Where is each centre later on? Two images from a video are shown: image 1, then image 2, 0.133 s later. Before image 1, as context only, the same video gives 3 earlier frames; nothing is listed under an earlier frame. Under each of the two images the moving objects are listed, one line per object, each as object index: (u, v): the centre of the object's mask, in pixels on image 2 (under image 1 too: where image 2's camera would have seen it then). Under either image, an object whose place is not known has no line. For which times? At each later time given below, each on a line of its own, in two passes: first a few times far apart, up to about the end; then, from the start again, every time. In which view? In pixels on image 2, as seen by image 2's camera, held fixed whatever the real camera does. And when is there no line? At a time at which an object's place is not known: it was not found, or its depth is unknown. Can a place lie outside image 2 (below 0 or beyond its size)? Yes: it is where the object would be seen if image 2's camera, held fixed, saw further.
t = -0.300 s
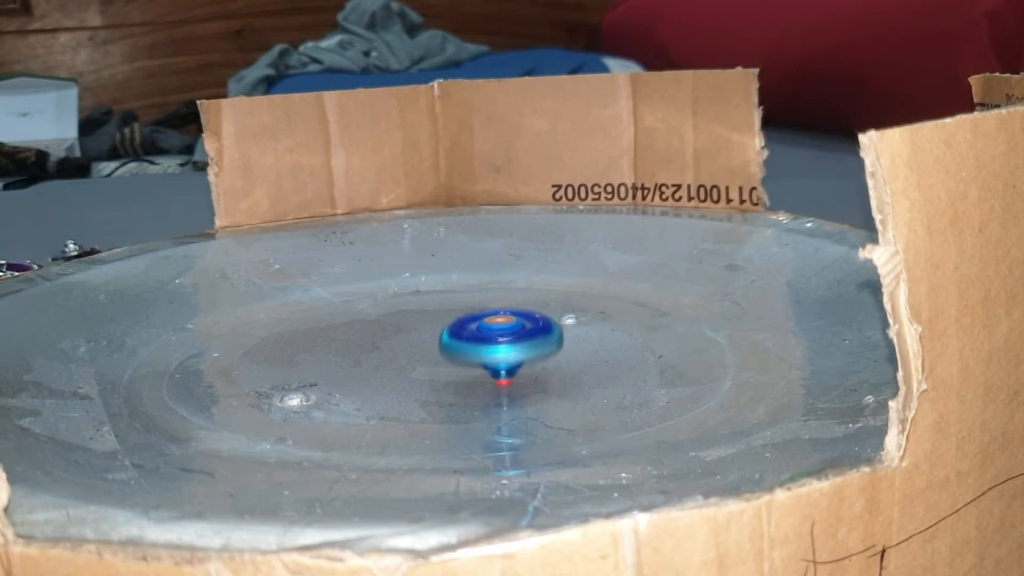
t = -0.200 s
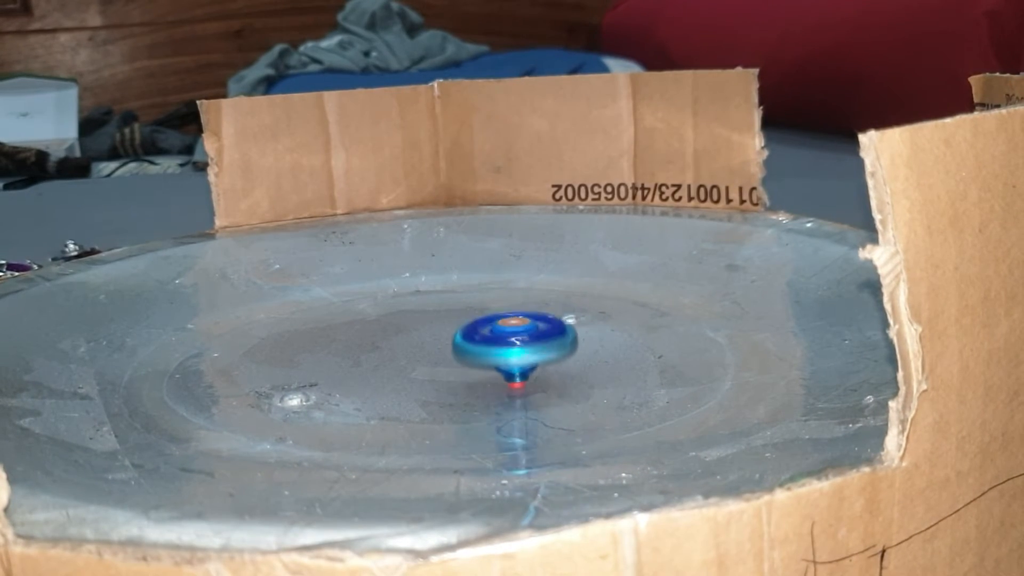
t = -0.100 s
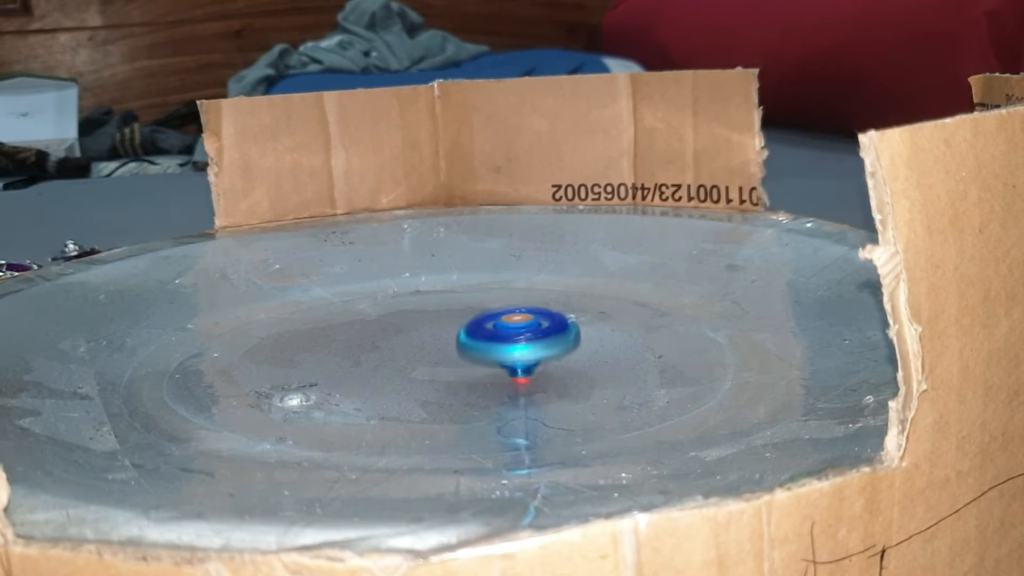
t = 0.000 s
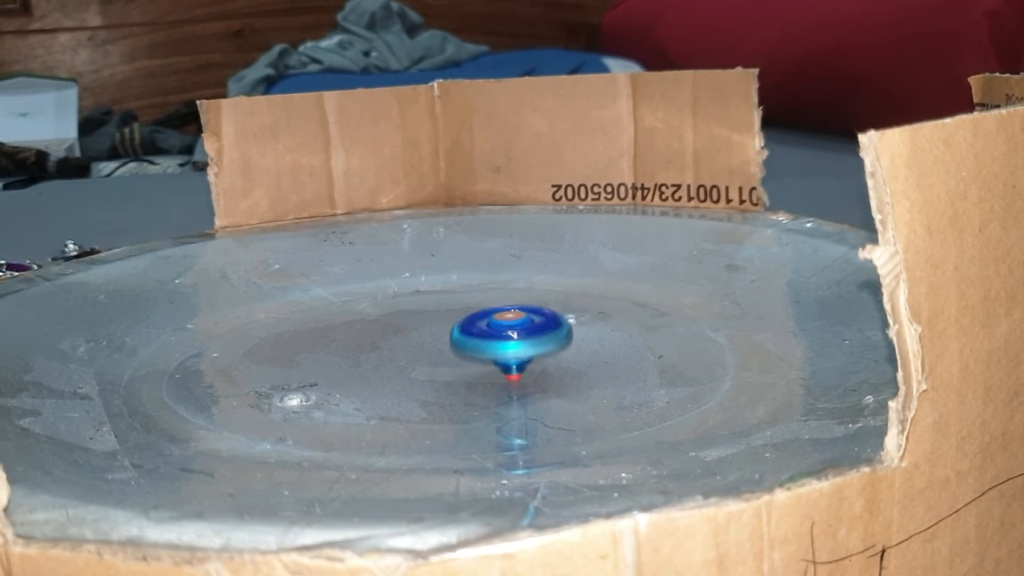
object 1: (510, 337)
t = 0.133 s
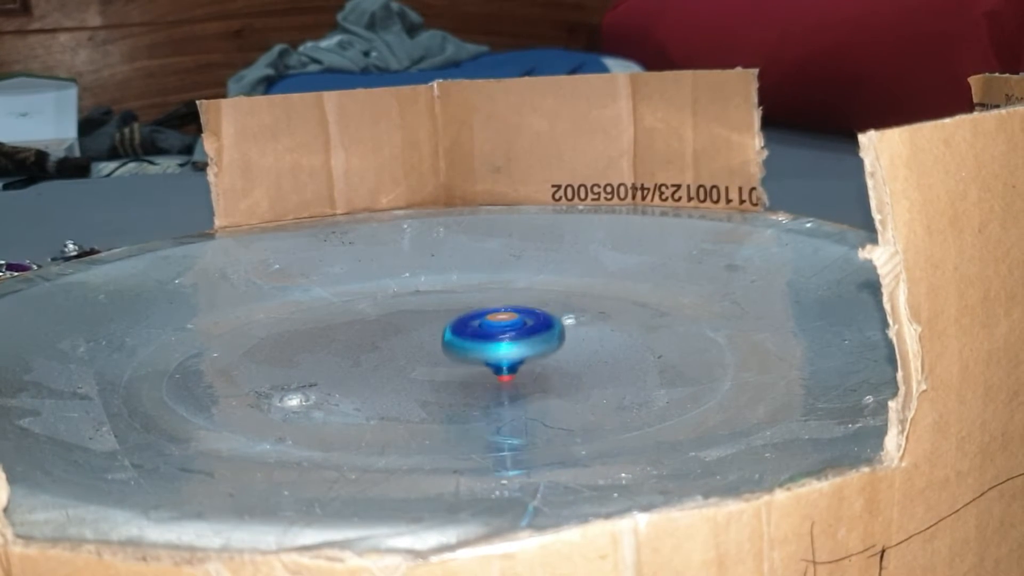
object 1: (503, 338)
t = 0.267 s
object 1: (503, 340)
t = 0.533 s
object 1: (512, 335)
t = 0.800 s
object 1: (497, 336)
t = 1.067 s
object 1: (503, 340)
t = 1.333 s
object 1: (509, 341)
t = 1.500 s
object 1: (516, 340)
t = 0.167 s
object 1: (504, 338)
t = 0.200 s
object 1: (506, 338)
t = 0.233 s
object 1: (506, 339)
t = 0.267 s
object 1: (503, 340)
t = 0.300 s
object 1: (498, 341)
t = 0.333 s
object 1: (500, 342)
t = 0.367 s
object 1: (507, 342)
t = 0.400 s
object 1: (519, 340)
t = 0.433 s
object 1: (522, 338)
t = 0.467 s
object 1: (521, 336)
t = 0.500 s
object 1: (518, 335)
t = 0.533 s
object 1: (512, 335)
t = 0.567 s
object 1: (502, 335)
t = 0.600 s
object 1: (499, 334)
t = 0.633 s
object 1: (498, 334)
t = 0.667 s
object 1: (499, 333)
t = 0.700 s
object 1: (499, 334)
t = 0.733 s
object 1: (499, 334)
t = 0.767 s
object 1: (499, 335)
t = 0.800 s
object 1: (497, 336)
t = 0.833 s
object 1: (497, 336)
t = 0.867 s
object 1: (497, 336)
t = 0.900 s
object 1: (499, 335)
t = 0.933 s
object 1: (500, 336)
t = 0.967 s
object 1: (501, 336)
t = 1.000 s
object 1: (501, 338)
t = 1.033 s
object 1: (502, 339)
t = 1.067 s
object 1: (503, 340)
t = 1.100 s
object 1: (503, 341)
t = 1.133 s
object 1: (511, 342)
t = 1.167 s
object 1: (520, 341)
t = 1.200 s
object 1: (523, 340)
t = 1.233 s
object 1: (519, 340)
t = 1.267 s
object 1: (515, 339)
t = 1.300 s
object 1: (511, 340)
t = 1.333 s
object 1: (509, 341)
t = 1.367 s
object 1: (513, 341)
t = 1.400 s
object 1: (520, 340)
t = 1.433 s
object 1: (521, 340)
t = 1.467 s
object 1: (520, 340)
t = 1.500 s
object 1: (516, 340)
